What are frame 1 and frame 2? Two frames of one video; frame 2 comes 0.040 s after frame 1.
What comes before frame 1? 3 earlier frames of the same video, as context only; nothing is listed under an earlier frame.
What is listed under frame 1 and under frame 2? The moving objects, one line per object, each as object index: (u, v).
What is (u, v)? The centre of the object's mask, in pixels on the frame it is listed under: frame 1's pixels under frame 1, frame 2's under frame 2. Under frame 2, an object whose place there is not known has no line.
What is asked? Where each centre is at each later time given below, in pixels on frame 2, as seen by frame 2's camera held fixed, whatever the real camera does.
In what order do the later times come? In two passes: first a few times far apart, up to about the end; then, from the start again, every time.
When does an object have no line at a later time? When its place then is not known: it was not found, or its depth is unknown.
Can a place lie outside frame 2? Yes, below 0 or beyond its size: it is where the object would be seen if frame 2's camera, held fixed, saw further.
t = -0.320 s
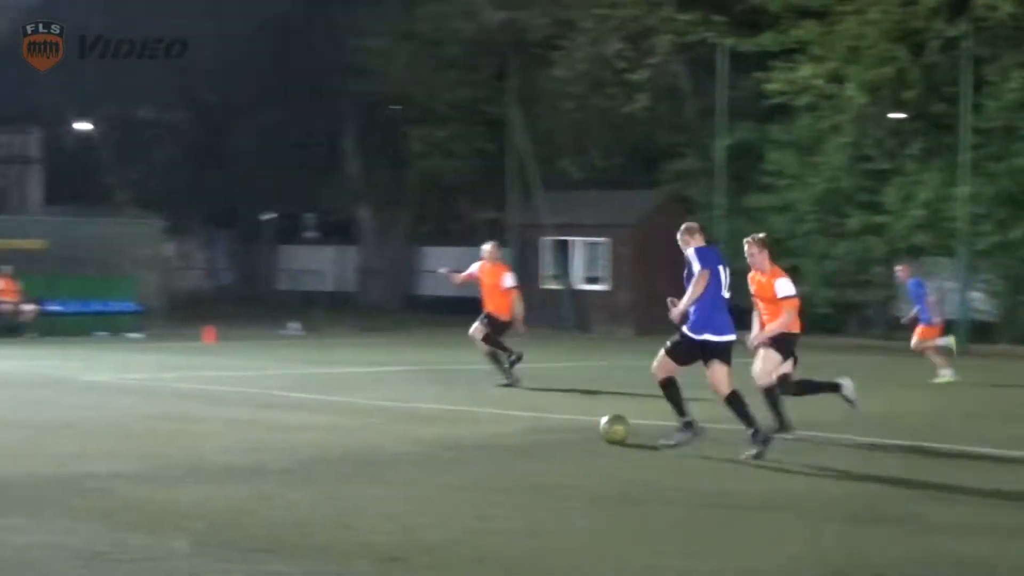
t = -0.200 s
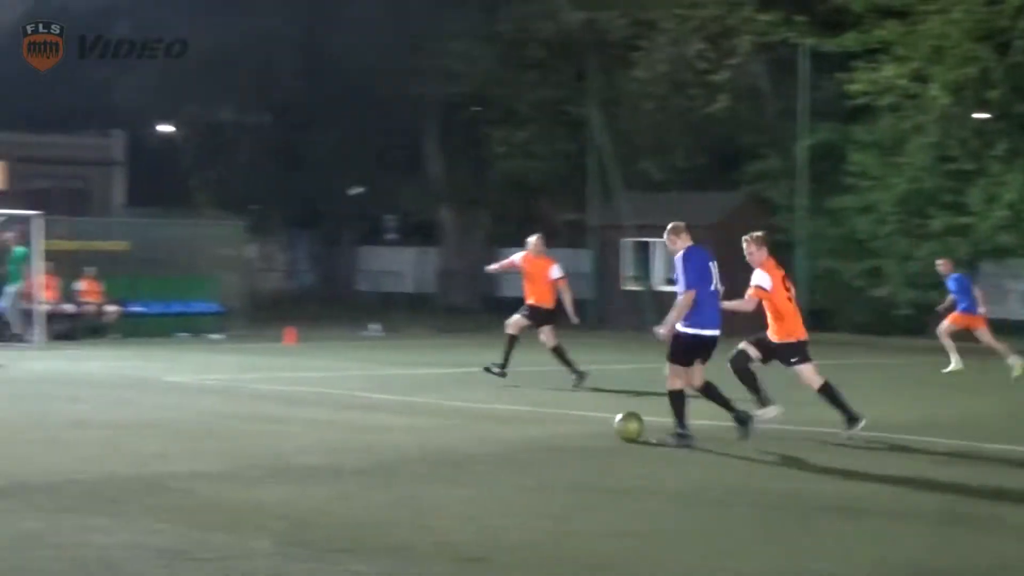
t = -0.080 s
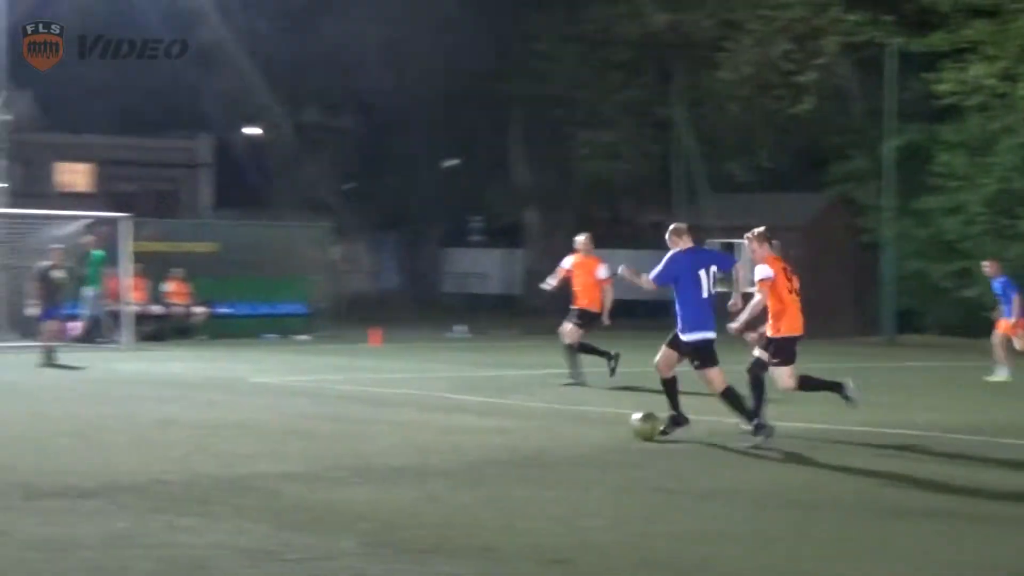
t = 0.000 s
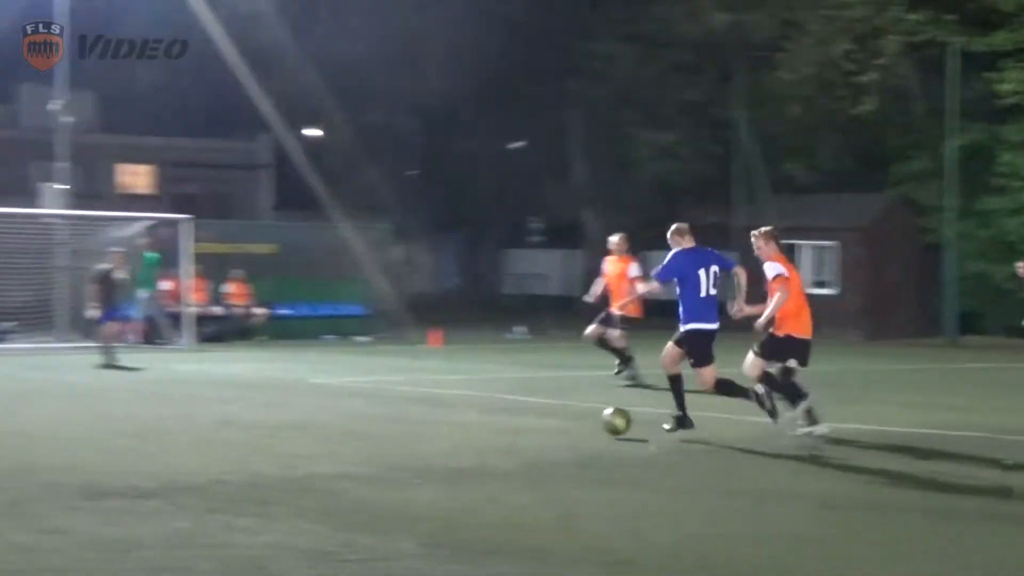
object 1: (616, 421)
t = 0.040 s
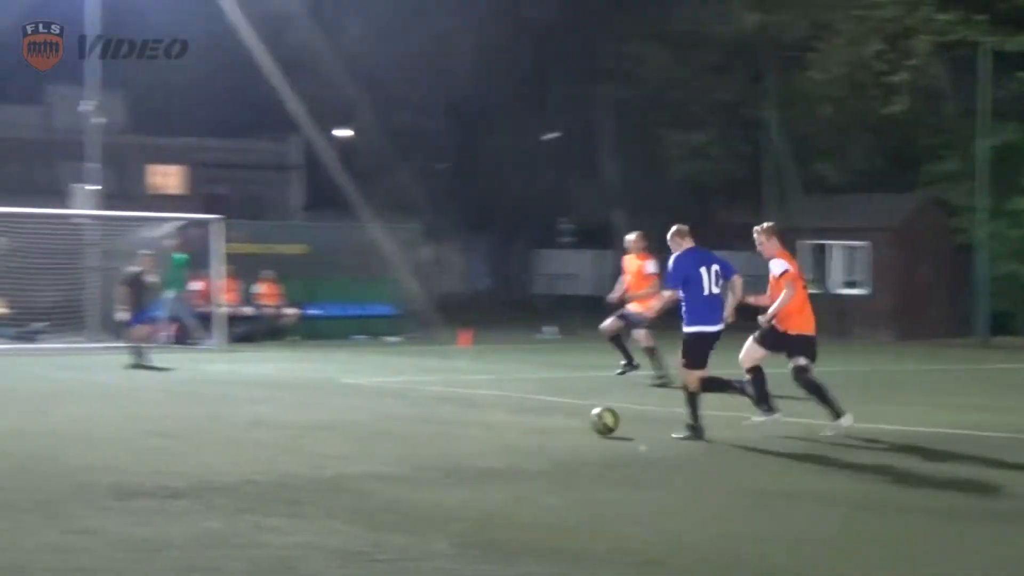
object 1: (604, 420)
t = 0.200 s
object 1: (458, 412)
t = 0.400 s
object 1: (318, 407)
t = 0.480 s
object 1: (275, 401)
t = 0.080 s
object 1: (563, 421)
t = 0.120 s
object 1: (527, 416)
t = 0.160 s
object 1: (492, 413)
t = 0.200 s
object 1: (458, 412)
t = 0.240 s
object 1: (425, 413)
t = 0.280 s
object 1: (397, 410)
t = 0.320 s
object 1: (370, 407)
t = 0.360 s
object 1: (344, 406)
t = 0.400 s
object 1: (318, 407)
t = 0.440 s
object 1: (296, 403)
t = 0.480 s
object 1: (275, 401)
